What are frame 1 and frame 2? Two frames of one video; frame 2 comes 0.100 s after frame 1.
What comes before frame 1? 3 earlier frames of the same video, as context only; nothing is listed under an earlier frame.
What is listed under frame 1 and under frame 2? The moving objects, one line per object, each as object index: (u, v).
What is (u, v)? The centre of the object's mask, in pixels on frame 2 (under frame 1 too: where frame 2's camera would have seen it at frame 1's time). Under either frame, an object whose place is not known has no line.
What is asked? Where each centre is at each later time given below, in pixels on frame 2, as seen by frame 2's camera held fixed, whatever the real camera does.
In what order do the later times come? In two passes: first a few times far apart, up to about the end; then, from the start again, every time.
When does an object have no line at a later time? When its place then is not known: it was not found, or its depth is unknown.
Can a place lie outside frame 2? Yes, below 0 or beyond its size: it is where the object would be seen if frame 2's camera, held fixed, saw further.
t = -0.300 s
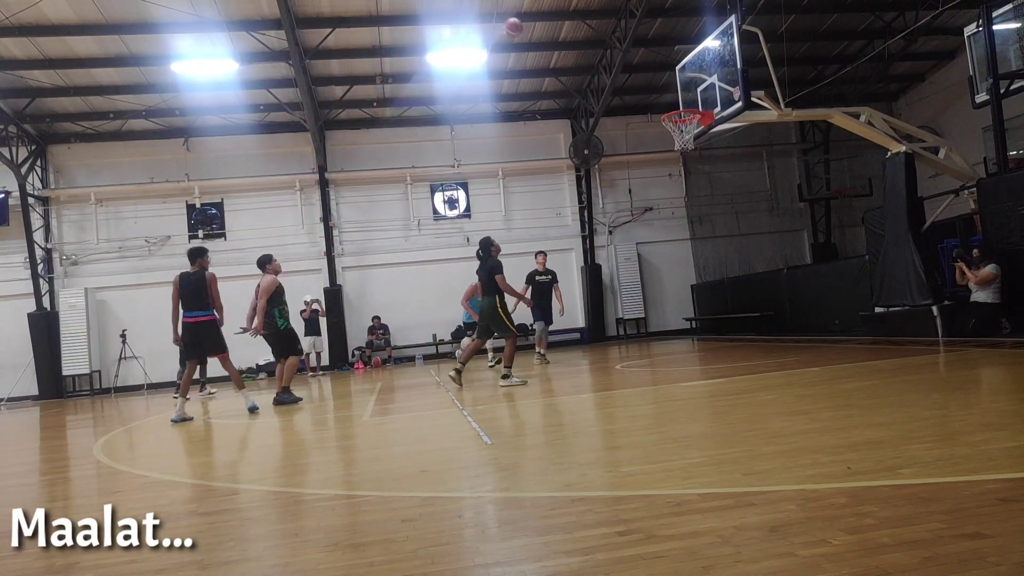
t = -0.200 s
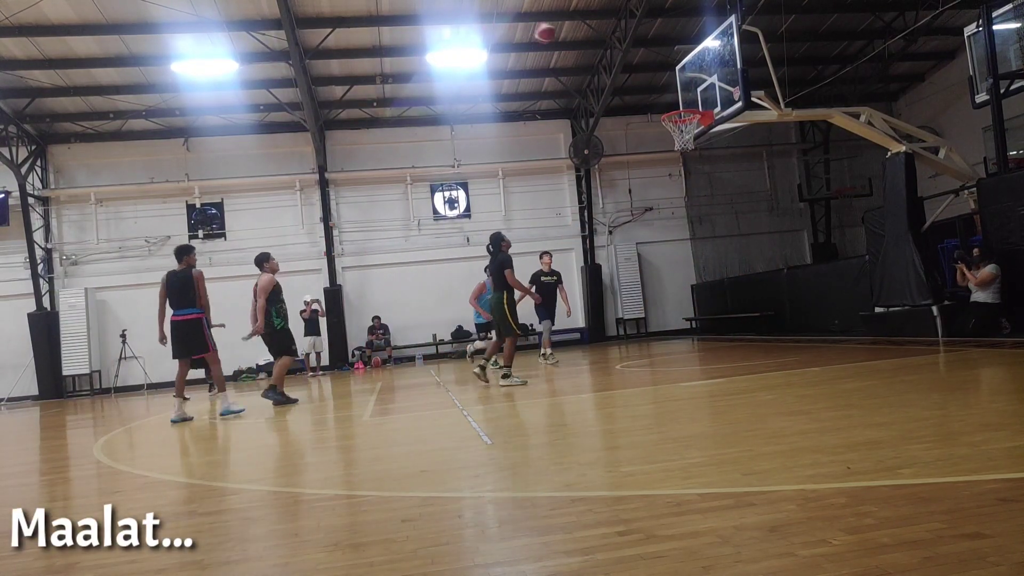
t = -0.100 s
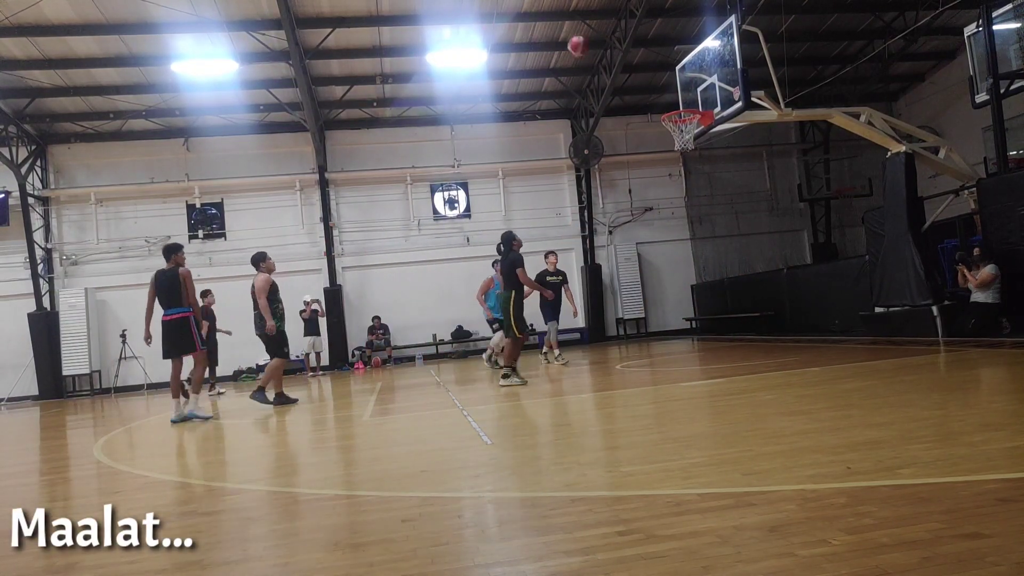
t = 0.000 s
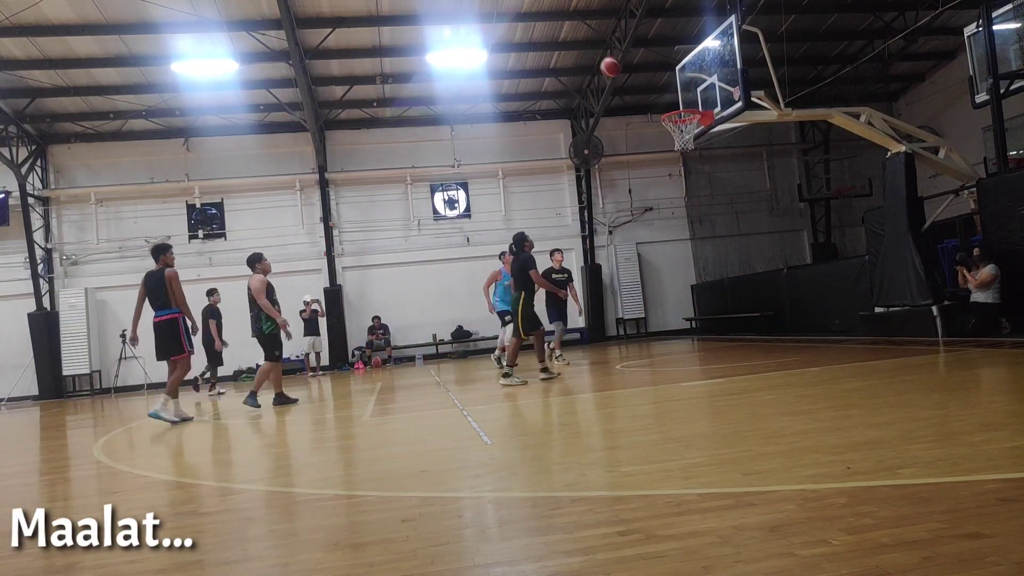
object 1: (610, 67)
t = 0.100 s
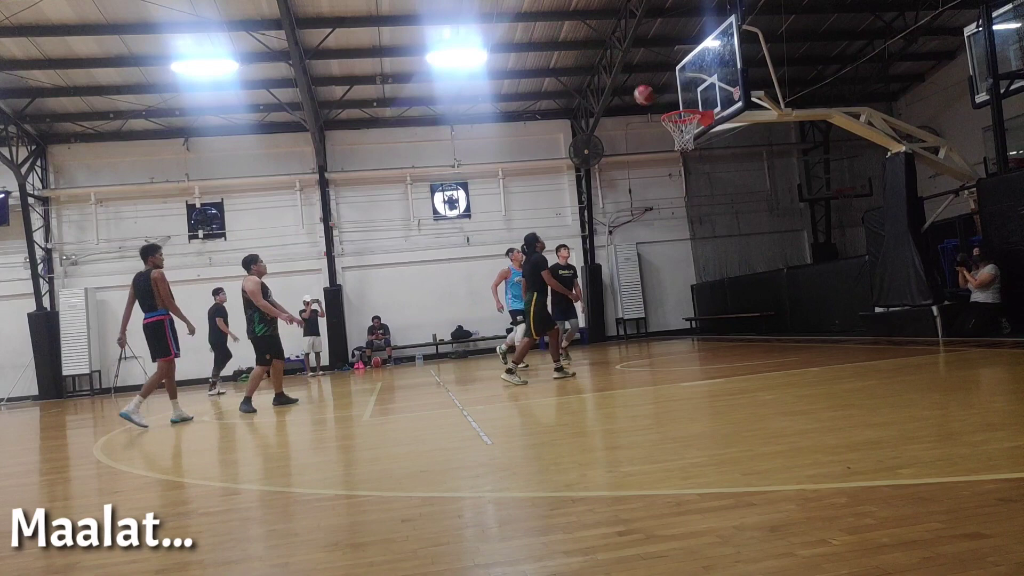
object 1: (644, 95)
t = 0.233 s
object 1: (636, 104)
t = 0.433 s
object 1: (571, 109)
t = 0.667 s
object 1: (504, 158)
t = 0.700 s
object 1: (493, 171)
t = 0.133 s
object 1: (655, 105)
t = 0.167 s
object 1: (655, 108)
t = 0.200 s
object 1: (646, 106)
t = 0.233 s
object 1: (636, 104)
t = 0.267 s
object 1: (626, 102)
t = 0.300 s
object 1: (617, 102)
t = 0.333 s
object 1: (602, 102)
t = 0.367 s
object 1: (597, 103)
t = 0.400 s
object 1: (587, 105)
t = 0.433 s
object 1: (571, 109)
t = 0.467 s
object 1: (566, 111)
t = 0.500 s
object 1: (556, 116)
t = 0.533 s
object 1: (540, 126)
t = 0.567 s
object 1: (535, 130)
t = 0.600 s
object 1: (525, 139)
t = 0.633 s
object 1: (509, 153)
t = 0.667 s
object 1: (504, 158)
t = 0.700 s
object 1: (493, 171)
